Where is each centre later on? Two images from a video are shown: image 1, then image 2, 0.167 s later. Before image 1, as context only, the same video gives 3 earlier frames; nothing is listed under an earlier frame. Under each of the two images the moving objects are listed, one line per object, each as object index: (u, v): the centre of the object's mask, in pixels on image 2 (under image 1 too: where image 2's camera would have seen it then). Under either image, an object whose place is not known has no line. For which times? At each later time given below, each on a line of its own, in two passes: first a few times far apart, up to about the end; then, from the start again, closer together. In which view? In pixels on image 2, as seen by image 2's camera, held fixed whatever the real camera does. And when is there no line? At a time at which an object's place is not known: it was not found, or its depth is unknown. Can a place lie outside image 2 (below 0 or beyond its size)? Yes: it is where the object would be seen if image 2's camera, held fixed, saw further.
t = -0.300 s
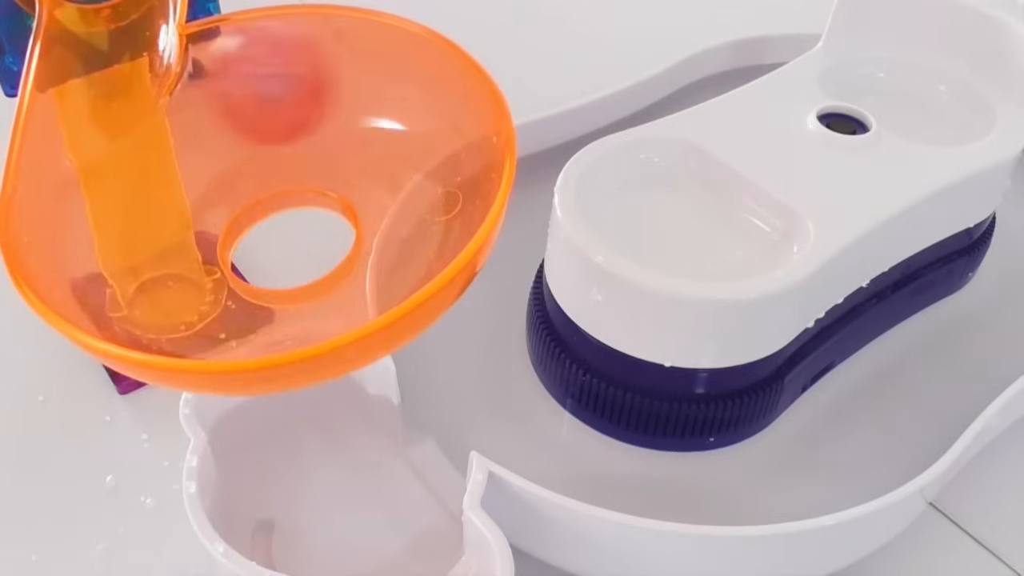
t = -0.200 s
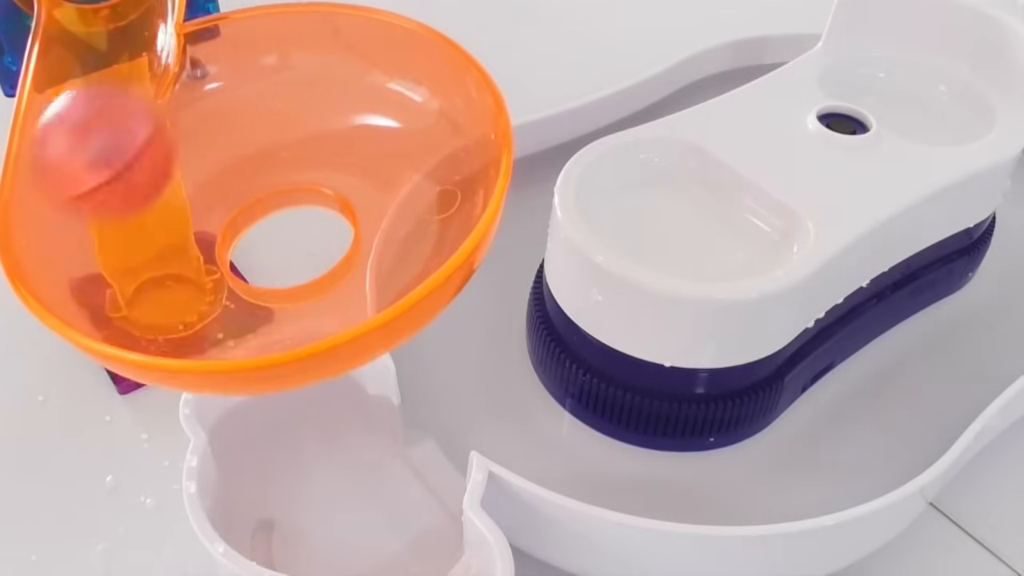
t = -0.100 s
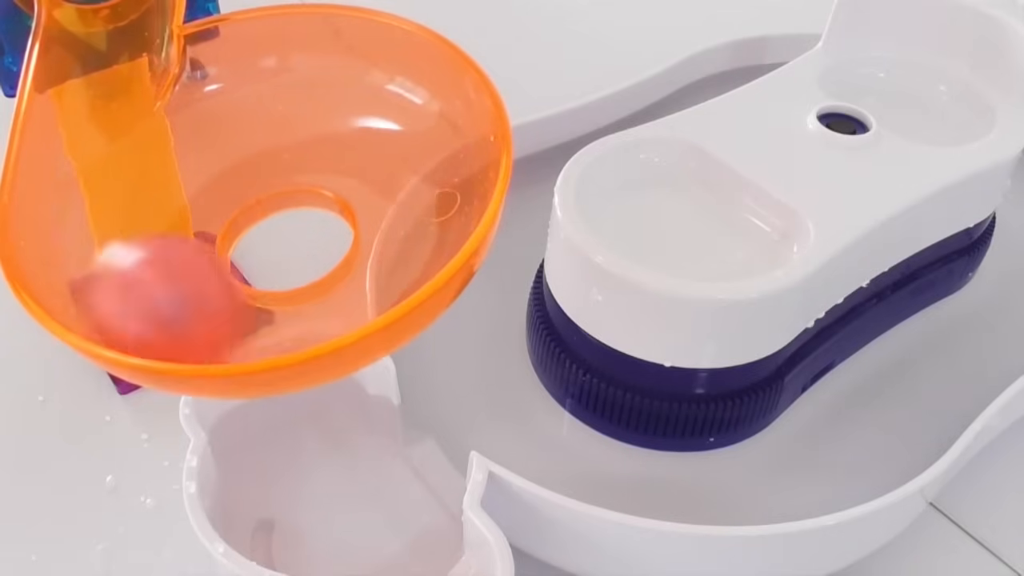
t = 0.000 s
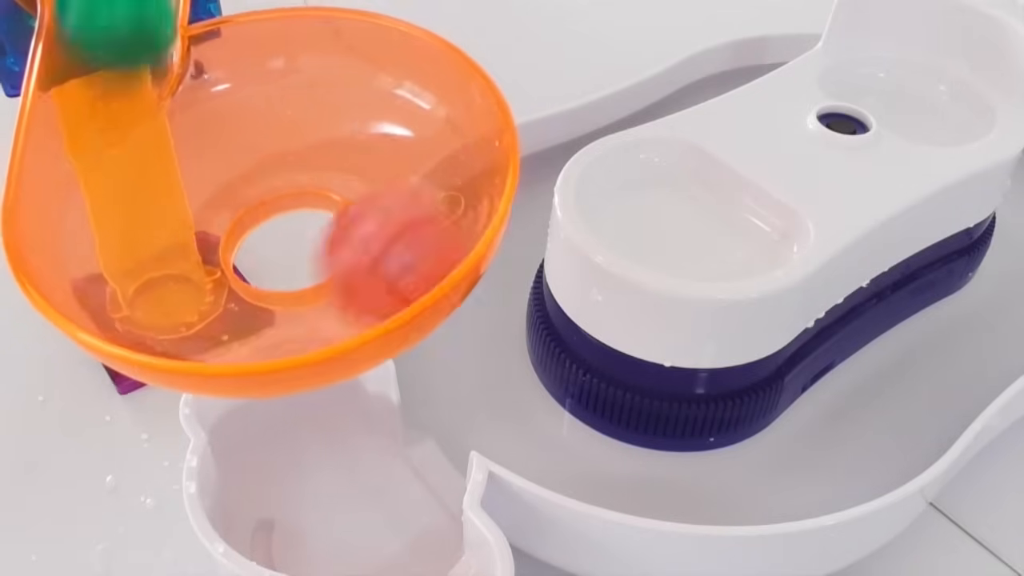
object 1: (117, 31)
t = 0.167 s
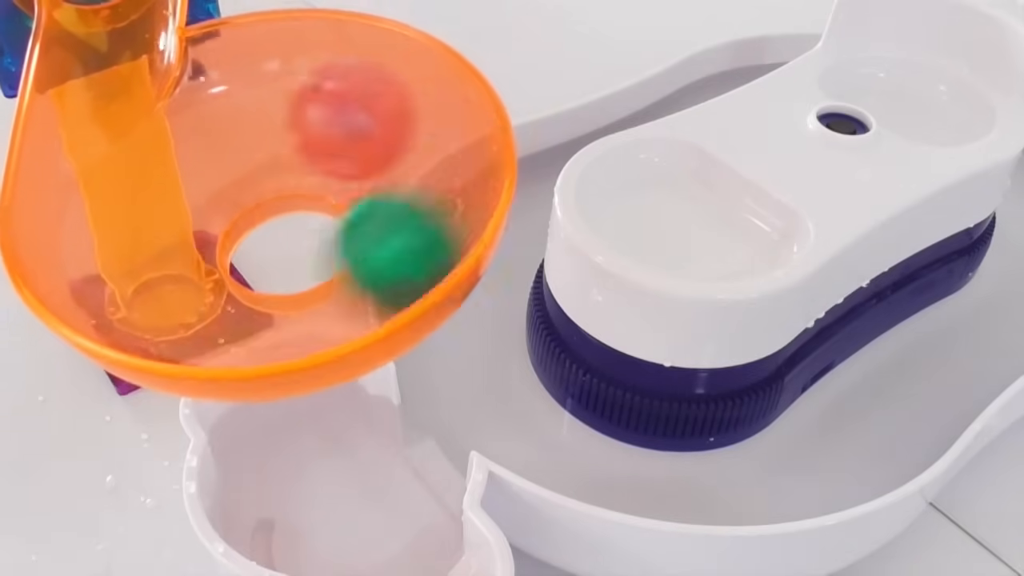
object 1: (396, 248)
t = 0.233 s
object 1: (418, 128)
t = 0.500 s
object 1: (151, 302)
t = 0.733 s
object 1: (407, 160)
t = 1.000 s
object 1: (104, 167)
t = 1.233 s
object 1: (373, 266)
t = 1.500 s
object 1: (365, 142)
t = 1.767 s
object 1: (318, 401)
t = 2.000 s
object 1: (292, 472)
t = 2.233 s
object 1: (271, 493)
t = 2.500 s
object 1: (274, 516)
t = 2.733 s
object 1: (266, 516)
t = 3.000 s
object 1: (269, 517)
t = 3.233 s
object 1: (282, 522)
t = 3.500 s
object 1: (286, 527)
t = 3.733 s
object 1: (304, 548)
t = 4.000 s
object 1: (314, 547)
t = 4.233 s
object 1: (309, 548)
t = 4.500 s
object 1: (309, 548)
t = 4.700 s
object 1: (318, 548)
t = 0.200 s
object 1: (439, 187)
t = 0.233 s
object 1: (418, 128)
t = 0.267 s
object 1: (374, 85)
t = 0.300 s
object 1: (309, 72)
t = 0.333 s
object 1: (233, 83)
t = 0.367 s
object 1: (163, 102)
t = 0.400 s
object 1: (111, 137)
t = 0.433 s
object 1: (83, 190)
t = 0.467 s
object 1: (99, 261)
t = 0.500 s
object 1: (151, 302)
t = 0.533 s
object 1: (225, 312)
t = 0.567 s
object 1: (303, 304)
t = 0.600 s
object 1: (364, 278)
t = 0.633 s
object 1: (399, 245)
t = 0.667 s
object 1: (417, 214)
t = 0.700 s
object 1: (419, 186)
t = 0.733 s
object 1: (407, 160)
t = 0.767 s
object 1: (384, 143)
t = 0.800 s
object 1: (355, 131)
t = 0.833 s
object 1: (321, 124)
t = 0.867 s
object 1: (283, 121)
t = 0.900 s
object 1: (242, 124)
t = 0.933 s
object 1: (196, 133)
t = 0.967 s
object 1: (147, 146)
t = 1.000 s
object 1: (104, 167)
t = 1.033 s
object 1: (91, 209)
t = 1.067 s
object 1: (113, 257)
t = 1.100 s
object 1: (151, 293)
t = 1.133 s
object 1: (199, 308)
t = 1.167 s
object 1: (263, 307)
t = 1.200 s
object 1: (328, 291)
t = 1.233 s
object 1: (373, 266)
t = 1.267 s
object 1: (402, 236)
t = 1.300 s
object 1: (417, 207)
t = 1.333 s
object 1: (416, 181)
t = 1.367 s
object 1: (404, 163)
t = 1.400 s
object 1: (381, 149)
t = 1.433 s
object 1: (365, 140)
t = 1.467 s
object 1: (370, 136)
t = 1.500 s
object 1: (365, 142)
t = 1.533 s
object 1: (355, 159)
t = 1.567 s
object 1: (336, 158)
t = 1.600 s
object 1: (312, 181)
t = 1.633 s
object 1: (288, 225)
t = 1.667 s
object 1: (282, 208)
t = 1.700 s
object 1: (301, 213)
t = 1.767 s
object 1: (318, 401)
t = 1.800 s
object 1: (314, 438)
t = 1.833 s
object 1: (323, 495)
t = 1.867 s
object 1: (318, 484)
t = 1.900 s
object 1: (310, 472)
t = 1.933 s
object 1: (304, 461)
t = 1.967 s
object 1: (296, 461)
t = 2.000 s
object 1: (292, 472)
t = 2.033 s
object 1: (290, 487)
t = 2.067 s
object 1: (292, 497)
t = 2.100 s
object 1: (288, 504)
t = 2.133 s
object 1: (286, 503)
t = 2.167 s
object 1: (284, 499)
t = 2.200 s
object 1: (278, 498)
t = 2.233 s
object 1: (271, 493)
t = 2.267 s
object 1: (265, 491)
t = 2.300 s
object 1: (262, 490)
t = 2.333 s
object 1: (263, 492)
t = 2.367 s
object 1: (263, 497)
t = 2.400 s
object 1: (268, 503)
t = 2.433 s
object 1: (272, 509)
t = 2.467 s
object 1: (274, 516)
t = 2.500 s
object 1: (274, 516)
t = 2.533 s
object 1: (274, 514)
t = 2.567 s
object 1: (272, 510)
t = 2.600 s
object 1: (267, 508)
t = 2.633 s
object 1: (264, 507)
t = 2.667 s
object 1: (263, 509)
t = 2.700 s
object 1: (264, 512)
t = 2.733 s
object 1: (266, 516)
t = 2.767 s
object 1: (268, 519)
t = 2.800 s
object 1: (268, 522)
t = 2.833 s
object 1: (267, 523)
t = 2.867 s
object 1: (267, 521)
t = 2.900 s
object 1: (265, 520)
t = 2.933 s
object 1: (266, 517)
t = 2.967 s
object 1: (268, 517)
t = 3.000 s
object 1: (269, 517)
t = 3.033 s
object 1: (269, 517)
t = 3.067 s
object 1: (271, 516)
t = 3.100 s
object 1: (274, 516)
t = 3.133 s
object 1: (277, 518)
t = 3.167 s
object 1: (280, 521)
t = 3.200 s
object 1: (281, 522)
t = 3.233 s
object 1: (282, 522)
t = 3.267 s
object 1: (281, 520)
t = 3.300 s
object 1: (280, 517)
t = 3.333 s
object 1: (280, 516)
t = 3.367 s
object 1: (281, 516)
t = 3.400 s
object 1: (282, 516)
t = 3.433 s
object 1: (284, 517)
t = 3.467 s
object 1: (287, 519)
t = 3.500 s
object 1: (286, 527)
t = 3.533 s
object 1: (282, 541)
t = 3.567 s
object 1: (293, 544)
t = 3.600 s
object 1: (301, 547)
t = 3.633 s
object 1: (307, 545)
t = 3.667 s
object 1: (313, 546)
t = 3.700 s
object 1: (314, 546)
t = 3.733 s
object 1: (304, 548)
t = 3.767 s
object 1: (298, 550)
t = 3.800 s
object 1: (299, 549)
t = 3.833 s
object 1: (304, 545)
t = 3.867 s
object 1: (307, 543)
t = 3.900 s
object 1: (308, 544)
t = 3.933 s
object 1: (310, 545)
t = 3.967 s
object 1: (313, 546)
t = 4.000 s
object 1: (314, 547)
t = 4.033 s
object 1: (314, 548)
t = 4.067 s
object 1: (312, 549)
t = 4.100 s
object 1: (310, 549)
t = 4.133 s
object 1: (307, 549)
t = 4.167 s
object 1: (307, 547)
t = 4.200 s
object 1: (308, 547)
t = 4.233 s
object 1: (309, 548)
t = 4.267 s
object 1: (311, 547)
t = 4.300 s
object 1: (313, 546)
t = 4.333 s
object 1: (314, 546)
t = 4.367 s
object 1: (312, 547)
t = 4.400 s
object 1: (311, 548)
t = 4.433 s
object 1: (310, 548)
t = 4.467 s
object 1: (309, 548)
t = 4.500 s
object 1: (309, 548)
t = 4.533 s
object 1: (309, 547)
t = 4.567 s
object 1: (310, 547)
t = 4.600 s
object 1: (312, 547)
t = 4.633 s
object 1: (314, 547)
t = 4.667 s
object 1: (316, 547)
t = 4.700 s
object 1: (318, 548)
